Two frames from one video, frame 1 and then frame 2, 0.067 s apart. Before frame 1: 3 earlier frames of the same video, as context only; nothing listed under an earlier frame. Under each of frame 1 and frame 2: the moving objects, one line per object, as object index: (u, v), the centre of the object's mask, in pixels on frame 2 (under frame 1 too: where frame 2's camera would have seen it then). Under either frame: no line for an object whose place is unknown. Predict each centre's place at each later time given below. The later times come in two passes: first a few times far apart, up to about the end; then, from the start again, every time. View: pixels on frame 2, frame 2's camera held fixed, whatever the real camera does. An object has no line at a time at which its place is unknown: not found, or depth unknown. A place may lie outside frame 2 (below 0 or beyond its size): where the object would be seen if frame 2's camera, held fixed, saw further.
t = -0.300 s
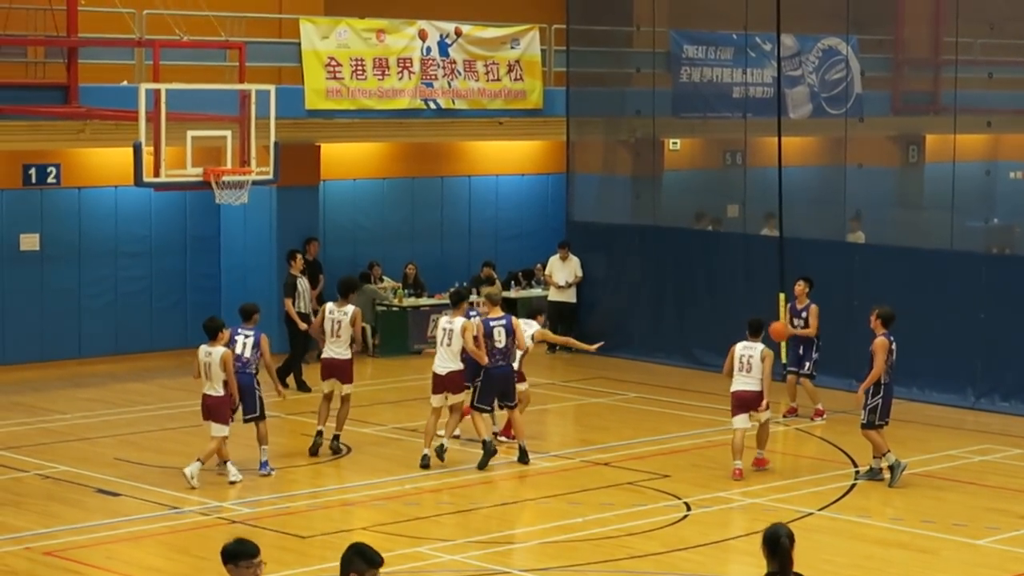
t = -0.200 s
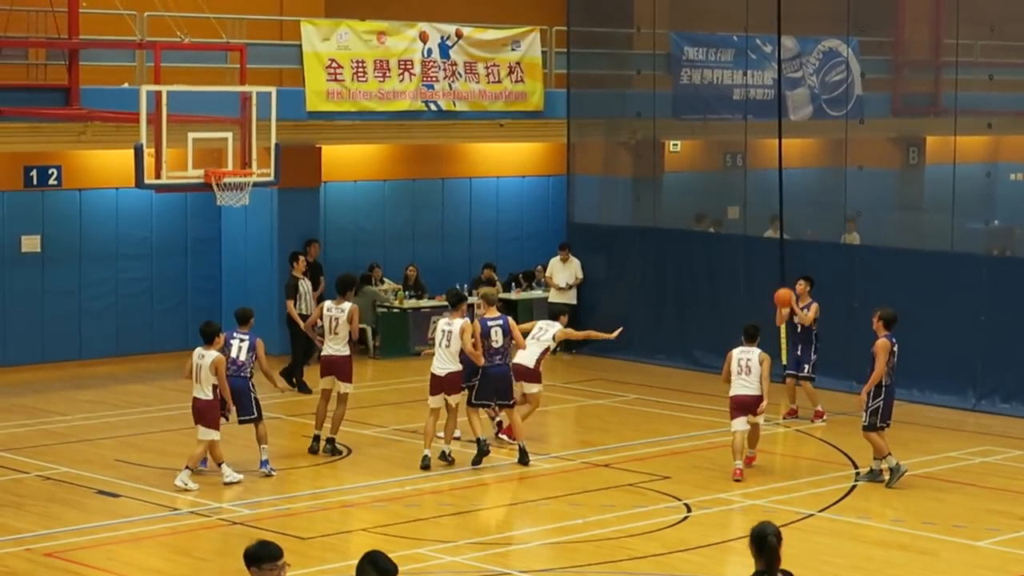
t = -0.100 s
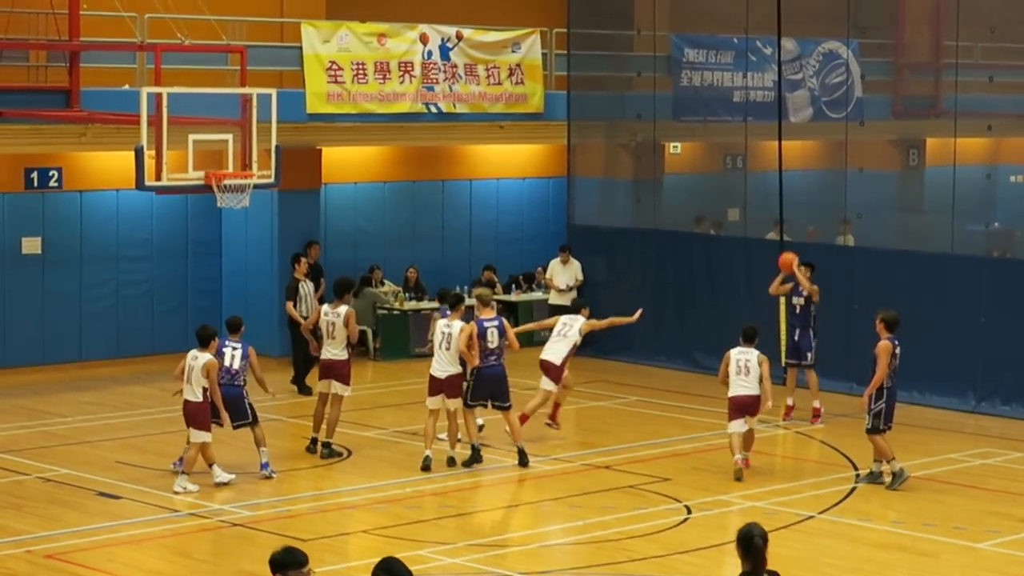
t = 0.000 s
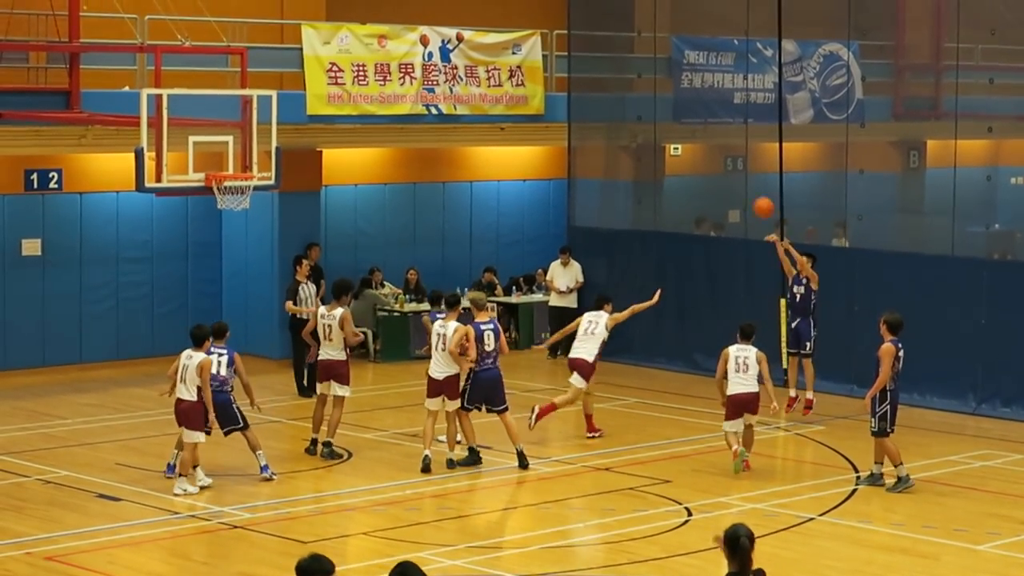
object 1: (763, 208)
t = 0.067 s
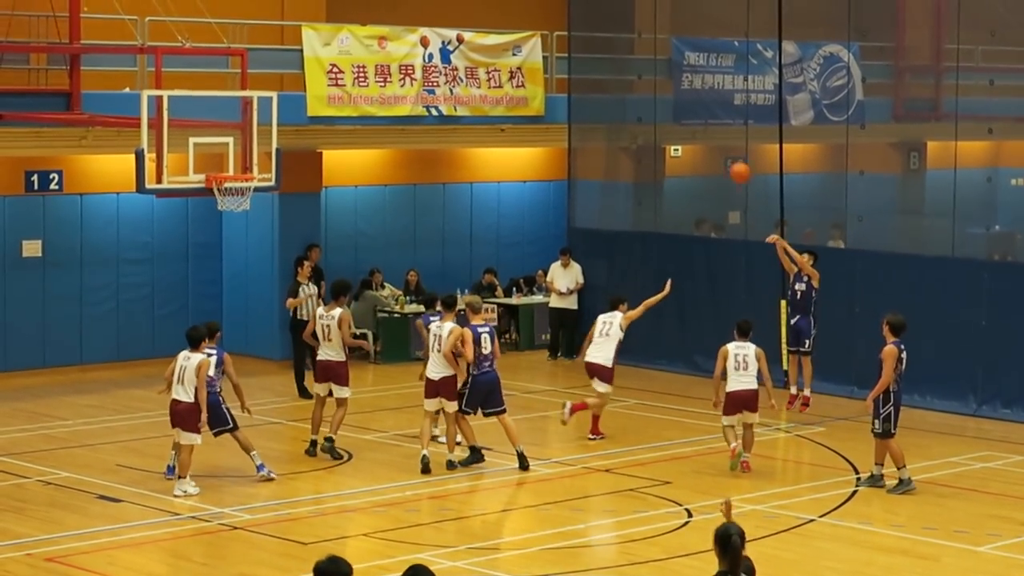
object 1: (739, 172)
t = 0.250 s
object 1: (674, 89)
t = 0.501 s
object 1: (580, 16)
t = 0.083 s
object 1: (734, 164)
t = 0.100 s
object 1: (728, 156)
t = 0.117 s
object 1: (722, 147)
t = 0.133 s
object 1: (716, 139)
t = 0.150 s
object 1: (709, 131)
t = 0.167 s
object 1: (703, 124)
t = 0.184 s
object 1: (697, 116)
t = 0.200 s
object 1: (692, 109)
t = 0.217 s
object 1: (685, 103)
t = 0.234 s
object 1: (679, 96)
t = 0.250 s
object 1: (674, 89)
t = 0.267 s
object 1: (667, 82)
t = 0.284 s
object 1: (661, 76)
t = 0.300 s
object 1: (655, 70)
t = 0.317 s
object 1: (649, 65)
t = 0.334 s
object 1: (643, 59)
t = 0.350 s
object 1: (637, 54)
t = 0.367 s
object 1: (630, 48)
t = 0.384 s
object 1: (624, 44)
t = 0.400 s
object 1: (618, 40)
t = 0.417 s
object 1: (611, 35)
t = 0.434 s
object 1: (605, 31)
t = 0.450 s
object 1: (599, 27)
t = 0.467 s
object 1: (593, 23)
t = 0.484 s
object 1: (586, 20)
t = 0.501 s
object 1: (580, 16)
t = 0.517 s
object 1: (574, 13)
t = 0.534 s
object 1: (567, 11)
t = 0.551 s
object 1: (561, 8)
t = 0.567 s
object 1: (554, 5)
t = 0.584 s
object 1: (547, 3)
